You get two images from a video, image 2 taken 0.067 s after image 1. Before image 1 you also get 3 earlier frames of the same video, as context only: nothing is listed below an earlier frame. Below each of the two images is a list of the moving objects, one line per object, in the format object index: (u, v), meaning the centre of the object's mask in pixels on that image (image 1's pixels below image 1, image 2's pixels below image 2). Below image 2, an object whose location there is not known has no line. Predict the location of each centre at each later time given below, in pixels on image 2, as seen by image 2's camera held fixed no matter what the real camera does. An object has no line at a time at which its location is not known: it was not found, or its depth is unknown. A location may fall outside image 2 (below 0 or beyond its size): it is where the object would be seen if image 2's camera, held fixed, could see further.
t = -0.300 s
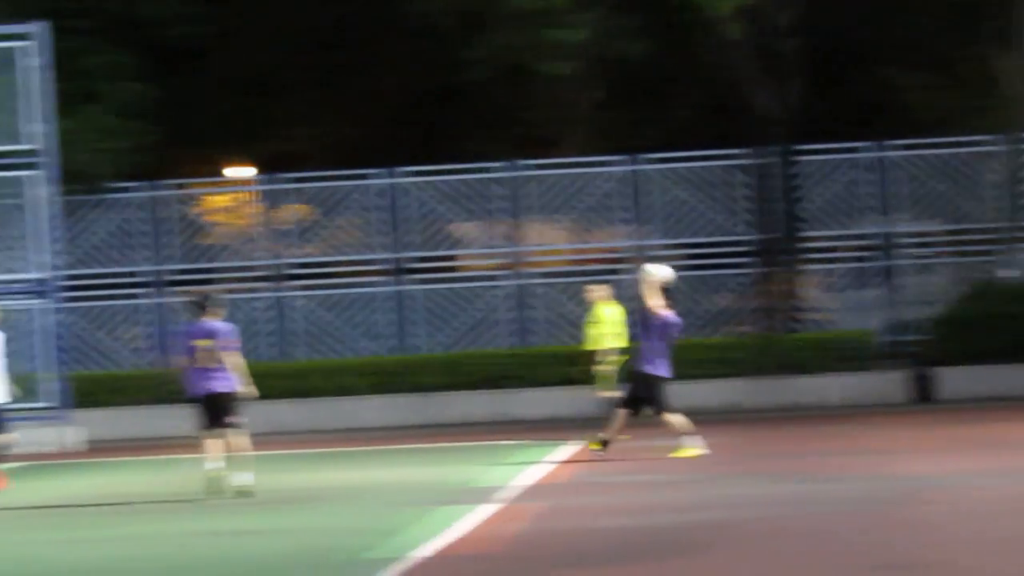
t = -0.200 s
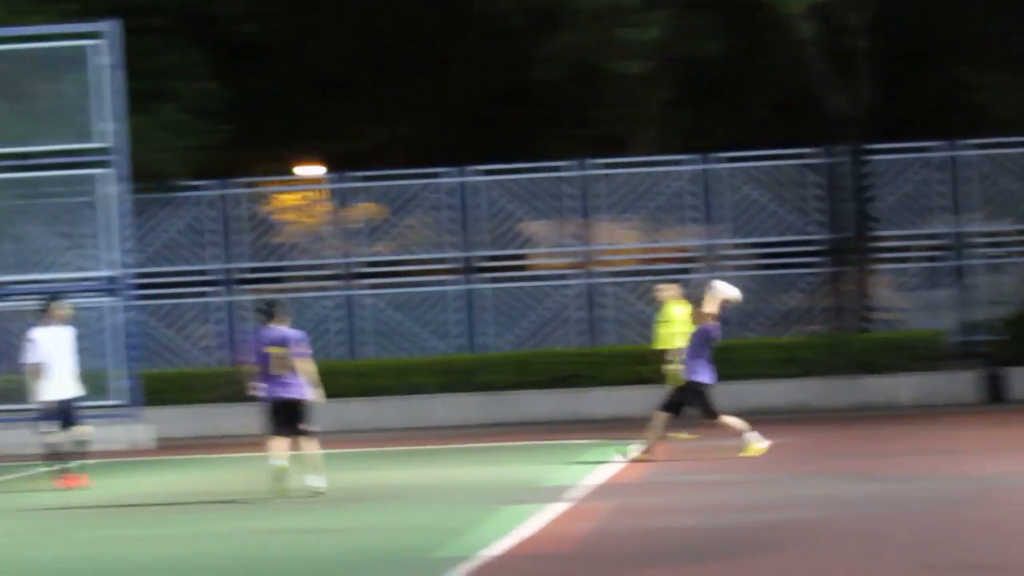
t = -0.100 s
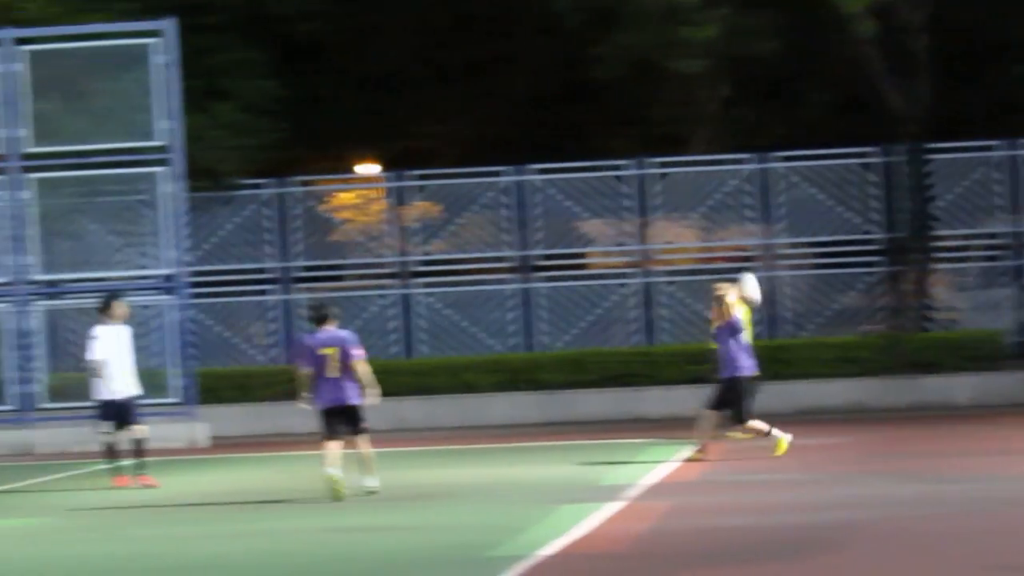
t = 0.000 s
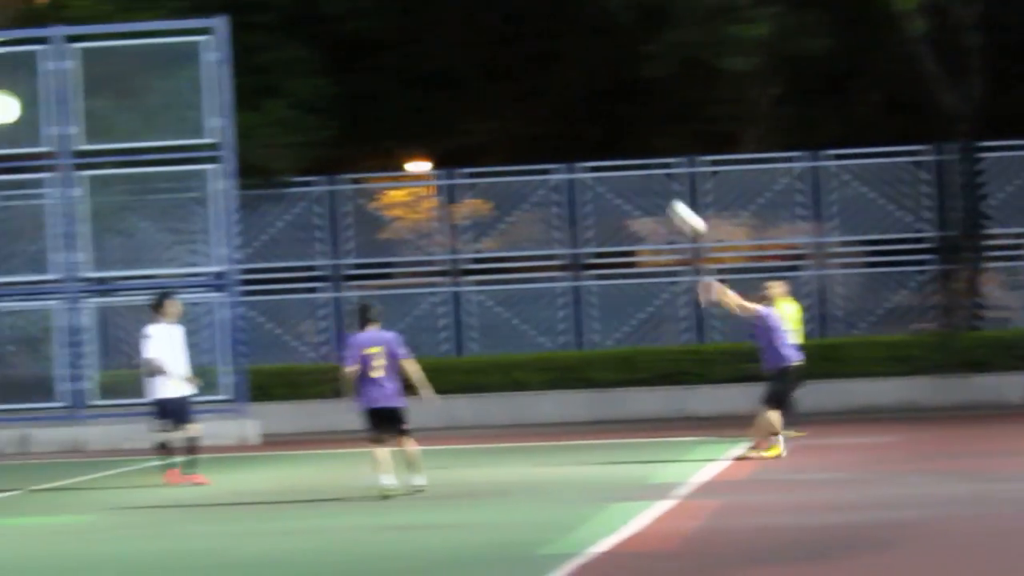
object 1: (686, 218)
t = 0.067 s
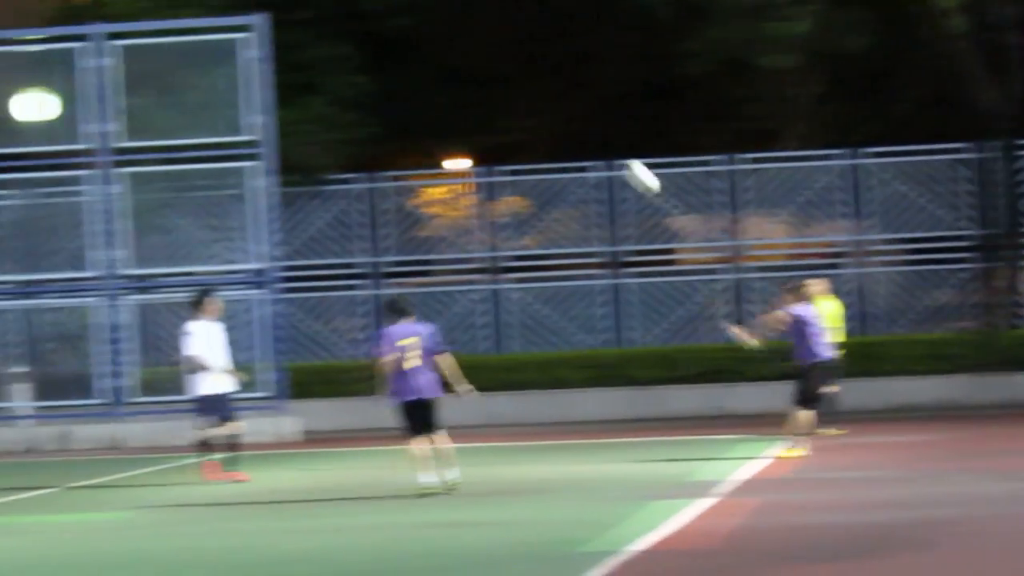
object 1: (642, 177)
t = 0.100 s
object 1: (599, 158)
